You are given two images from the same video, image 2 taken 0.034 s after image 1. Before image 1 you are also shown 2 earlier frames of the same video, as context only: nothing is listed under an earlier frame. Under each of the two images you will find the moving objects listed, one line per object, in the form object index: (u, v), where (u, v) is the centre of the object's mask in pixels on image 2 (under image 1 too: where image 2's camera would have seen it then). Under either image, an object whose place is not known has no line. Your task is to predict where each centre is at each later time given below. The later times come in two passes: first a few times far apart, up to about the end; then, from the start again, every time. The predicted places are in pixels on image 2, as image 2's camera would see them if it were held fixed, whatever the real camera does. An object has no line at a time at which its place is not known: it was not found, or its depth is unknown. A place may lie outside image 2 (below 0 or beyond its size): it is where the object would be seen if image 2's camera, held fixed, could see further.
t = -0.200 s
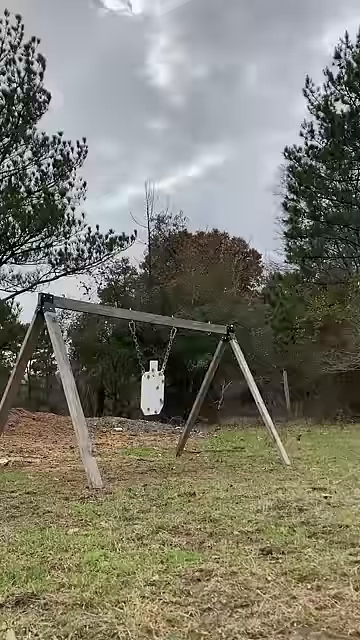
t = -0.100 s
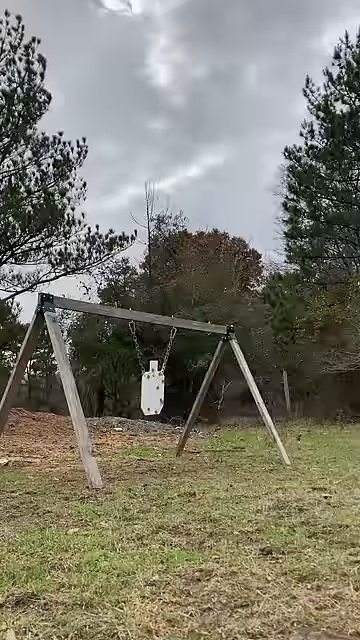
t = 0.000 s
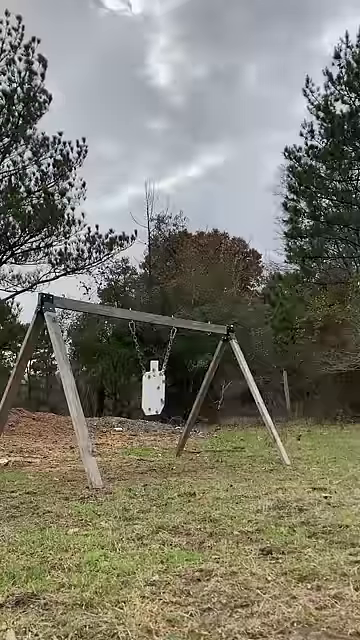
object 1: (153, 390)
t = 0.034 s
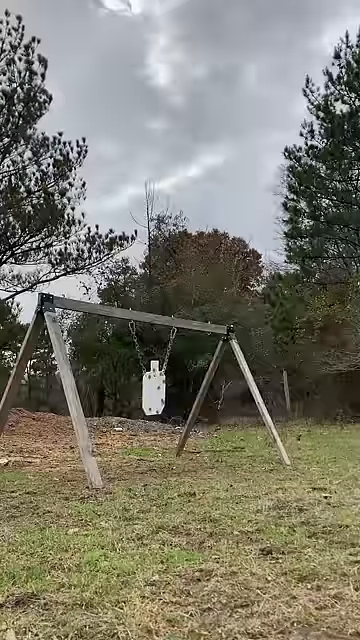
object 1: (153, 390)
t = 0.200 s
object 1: (148, 389)
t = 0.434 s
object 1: (130, 395)
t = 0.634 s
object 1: (113, 395)
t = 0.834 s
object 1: (108, 390)
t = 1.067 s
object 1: (118, 387)
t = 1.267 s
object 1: (134, 394)
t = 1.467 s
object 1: (146, 396)
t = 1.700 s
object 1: (150, 395)
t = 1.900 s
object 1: (142, 394)
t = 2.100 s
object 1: (129, 395)
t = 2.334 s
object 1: (119, 396)
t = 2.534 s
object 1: (117, 394)
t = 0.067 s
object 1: (154, 390)
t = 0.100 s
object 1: (153, 390)
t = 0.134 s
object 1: (152, 389)
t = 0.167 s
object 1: (150, 389)
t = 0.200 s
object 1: (148, 389)
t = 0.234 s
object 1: (146, 389)
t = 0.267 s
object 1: (143, 390)
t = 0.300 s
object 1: (141, 392)
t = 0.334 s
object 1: (139, 393)
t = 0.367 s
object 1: (136, 395)
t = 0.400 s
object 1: (133, 395)
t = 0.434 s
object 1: (130, 395)
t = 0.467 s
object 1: (127, 394)
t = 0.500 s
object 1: (124, 394)
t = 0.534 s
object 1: (121, 394)
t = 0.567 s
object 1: (118, 394)
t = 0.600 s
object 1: (116, 394)
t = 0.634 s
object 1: (113, 395)
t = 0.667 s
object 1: (112, 394)
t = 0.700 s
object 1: (110, 395)
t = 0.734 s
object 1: (109, 393)
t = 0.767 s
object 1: (108, 392)
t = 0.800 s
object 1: (108, 390)
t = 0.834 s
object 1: (108, 390)
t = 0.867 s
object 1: (109, 390)
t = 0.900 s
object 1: (109, 390)
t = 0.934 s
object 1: (111, 389)
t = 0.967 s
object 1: (112, 390)
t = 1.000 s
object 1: (114, 388)
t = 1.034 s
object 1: (116, 387)
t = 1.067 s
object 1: (118, 387)
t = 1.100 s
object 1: (120, 389)
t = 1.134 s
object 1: (123, 390)
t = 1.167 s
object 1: (125, 391)
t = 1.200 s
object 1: (128, 392)
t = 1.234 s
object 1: (131, 394)
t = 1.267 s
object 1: (134, 394)
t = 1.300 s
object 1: (136, 395)
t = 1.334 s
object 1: (139, 395)
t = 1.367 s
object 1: (141, 396)
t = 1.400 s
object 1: (143, 396)
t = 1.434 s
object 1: (145, 396)
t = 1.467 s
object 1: (146, 396)
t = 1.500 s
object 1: (148, 396)
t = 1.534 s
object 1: (149, 397)
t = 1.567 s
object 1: (150, 397)
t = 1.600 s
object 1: (150, 397)
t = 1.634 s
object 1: (150, 396)
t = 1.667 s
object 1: (150, 396)
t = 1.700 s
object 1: (150, 395)
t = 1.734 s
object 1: (149, 395)
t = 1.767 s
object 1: (148, 394)
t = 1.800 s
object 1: (147, 394)
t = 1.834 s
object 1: (146, 394)
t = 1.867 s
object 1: (144, 394)
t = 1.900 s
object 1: (142, 394)
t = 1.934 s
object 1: (140, 394)
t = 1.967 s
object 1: (138, 395)
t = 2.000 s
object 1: (136, 395)
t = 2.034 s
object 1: (134, 395)
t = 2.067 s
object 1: (131, 395)
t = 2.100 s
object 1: (129, 395)
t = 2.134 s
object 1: (127, 396)
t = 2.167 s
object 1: (126, 396)
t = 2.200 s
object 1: (124, 398)
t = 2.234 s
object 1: (122, 398)
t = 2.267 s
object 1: (121, 398)
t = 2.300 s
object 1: (120, 396)
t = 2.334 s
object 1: (119, 396)
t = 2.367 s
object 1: (118, 396)
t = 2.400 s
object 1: (118, 396)
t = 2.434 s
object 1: (117, 396)
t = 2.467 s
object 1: (117, 396)
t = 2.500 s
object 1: (117, 395)
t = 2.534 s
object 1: (117, 394)
